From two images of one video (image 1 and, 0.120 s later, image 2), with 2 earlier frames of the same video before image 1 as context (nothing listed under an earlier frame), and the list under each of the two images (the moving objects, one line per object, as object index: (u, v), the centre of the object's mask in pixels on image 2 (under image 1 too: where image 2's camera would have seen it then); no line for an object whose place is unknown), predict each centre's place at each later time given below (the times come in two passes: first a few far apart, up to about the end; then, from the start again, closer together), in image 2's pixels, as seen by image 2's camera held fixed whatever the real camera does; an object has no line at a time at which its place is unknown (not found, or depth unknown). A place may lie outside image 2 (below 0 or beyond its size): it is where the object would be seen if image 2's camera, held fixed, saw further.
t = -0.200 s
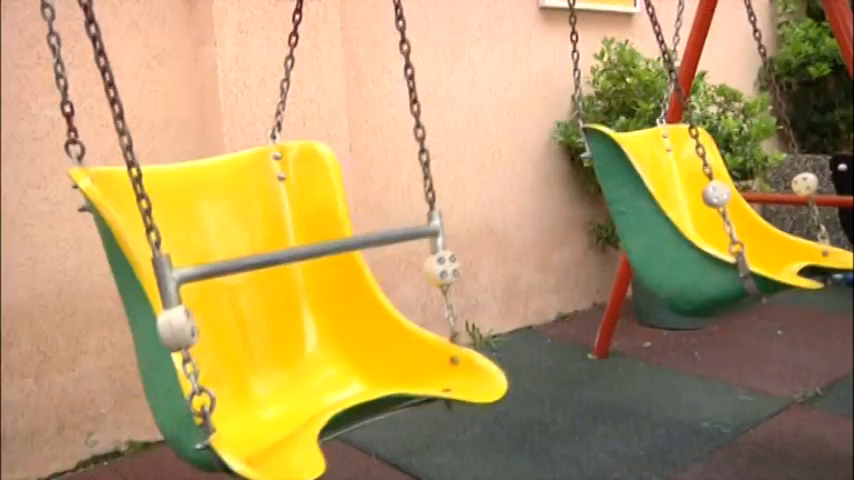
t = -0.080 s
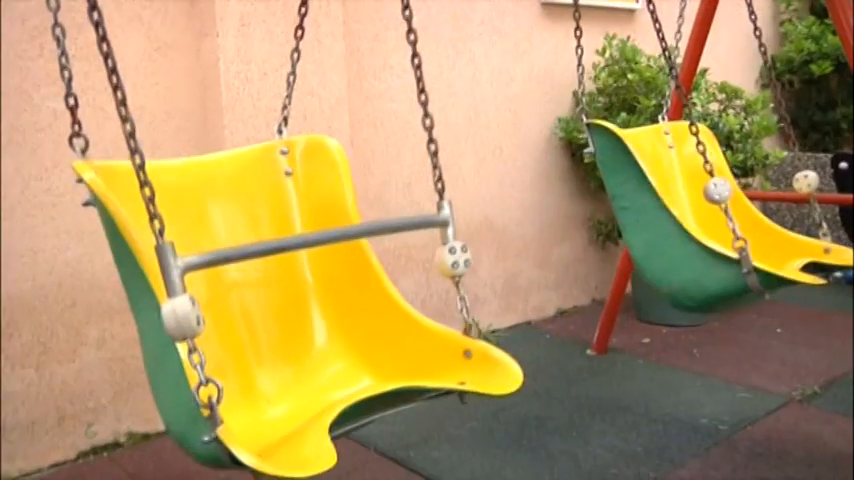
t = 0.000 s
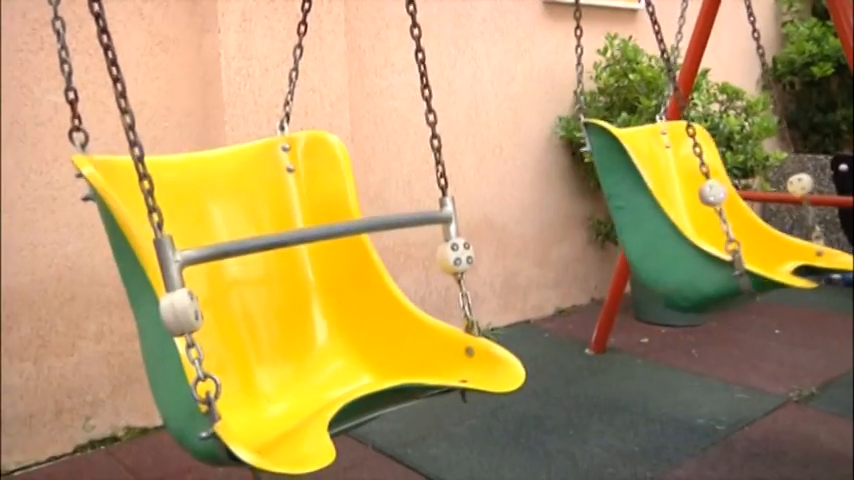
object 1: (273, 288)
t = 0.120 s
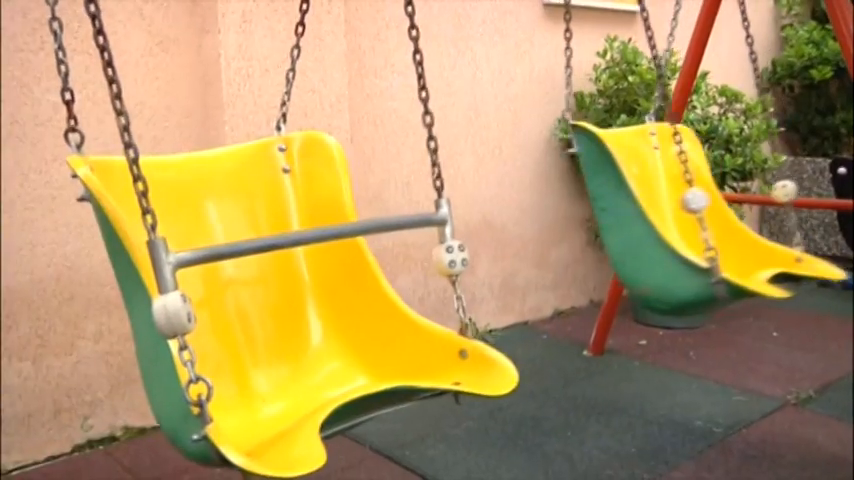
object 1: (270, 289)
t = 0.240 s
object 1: (259, 289)
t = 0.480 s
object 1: (235, 279)
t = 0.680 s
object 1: (212, 266)
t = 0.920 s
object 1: (199, 253)
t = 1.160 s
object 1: (201, 253)
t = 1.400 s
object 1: (219, 266)
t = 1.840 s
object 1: (262, 286)
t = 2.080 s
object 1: (273, 288)
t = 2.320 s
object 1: (255, 280)
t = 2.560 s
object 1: (232, 268)
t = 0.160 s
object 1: (266, 290)
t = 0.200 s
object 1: (265, 291)
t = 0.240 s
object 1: (259, 289)
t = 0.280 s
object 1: (256, 290)
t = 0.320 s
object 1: (249, 286)
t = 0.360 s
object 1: (245, 285)
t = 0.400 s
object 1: (239, 284)
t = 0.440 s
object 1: (241, 282)
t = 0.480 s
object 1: (235, 279)
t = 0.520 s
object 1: (230, 277)
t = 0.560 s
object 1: (225, 273)
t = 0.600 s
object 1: (220, 270)
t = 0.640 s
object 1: (216, 268)
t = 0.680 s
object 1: (212, 266)
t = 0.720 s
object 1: (208, 262)
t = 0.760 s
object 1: (205, 260)
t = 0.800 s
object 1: (204, 258)
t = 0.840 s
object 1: (202, 256)
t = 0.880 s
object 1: (200, 254)
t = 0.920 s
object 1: (199, 253)
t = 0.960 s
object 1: (198, 251)
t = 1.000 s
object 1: (198, 250)
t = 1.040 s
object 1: (198, 250)
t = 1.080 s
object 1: (198, 251)
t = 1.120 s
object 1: (200, 251)
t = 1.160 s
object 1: (201, 253)
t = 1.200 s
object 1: (203, 254)
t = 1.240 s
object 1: (206, 256)
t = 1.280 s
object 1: (208, 258)
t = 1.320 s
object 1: (212, 261)
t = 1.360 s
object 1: (215, 263)
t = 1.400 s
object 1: (219, 266)
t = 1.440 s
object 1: (223, 268)
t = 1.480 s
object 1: (227, 271)
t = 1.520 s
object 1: (232, 274)
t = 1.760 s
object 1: (261, 284)
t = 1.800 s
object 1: (258, 285)
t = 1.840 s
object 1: (262, 286)
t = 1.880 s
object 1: (267, 288)
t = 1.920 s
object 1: (270, 289)
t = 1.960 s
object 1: (272, 289)
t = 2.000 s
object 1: (273, 289)
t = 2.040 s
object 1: (273, 289)
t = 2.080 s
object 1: (273, 288)
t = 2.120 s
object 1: (272, 288)
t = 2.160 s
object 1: (270, 287)
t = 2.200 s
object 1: (266, 284)
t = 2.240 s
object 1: (270, 283)
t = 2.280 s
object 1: (259, 282)
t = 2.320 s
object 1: (255, 280)
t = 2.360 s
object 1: (258, 279)
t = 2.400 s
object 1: (246, 277)
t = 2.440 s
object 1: (248, 275)
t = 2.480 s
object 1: (236, 273)
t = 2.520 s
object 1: (231, 270)
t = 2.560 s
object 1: (232, 268)
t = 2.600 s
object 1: (221, 265)
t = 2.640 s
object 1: (222, 264)
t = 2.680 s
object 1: (217, 261)
